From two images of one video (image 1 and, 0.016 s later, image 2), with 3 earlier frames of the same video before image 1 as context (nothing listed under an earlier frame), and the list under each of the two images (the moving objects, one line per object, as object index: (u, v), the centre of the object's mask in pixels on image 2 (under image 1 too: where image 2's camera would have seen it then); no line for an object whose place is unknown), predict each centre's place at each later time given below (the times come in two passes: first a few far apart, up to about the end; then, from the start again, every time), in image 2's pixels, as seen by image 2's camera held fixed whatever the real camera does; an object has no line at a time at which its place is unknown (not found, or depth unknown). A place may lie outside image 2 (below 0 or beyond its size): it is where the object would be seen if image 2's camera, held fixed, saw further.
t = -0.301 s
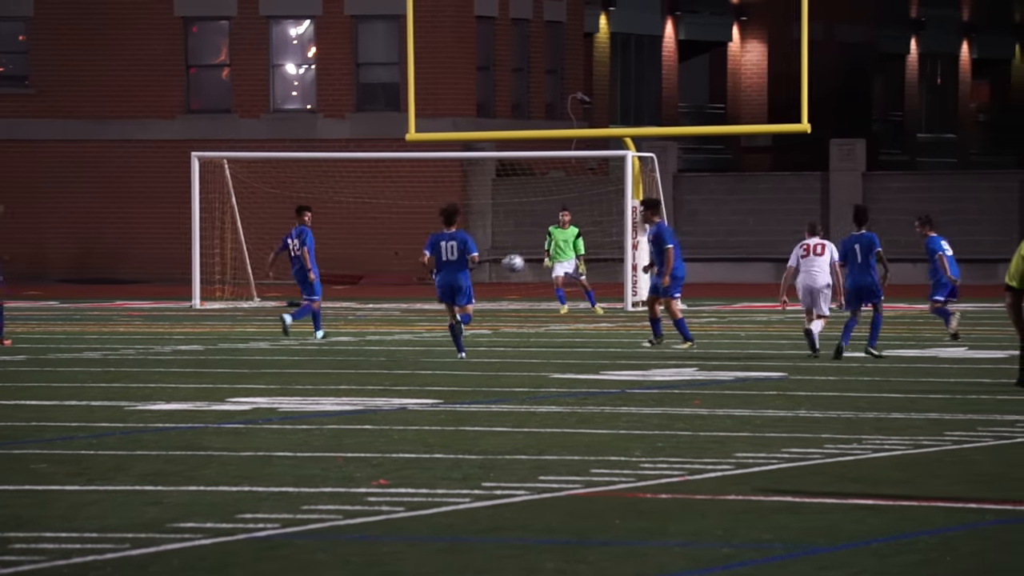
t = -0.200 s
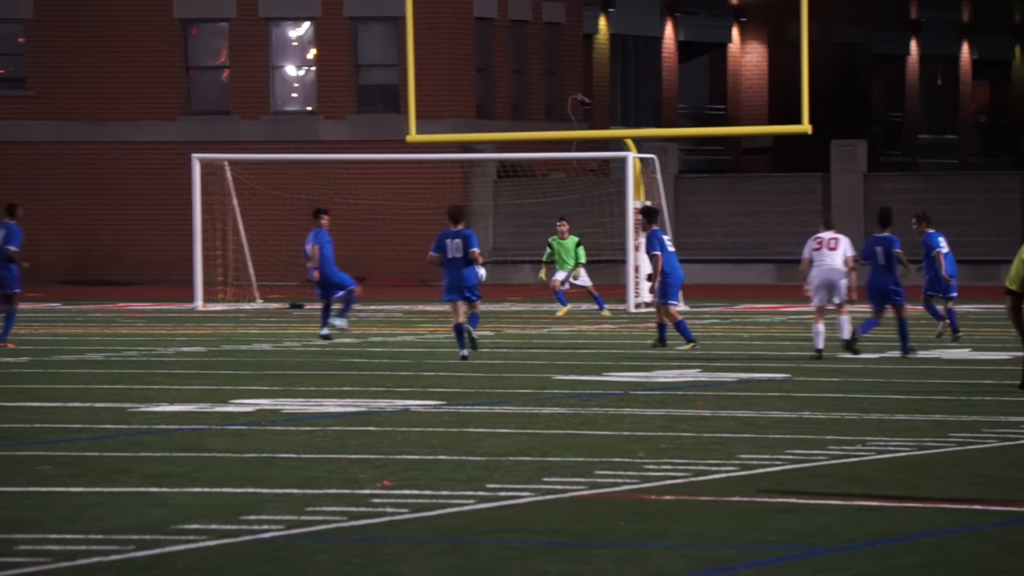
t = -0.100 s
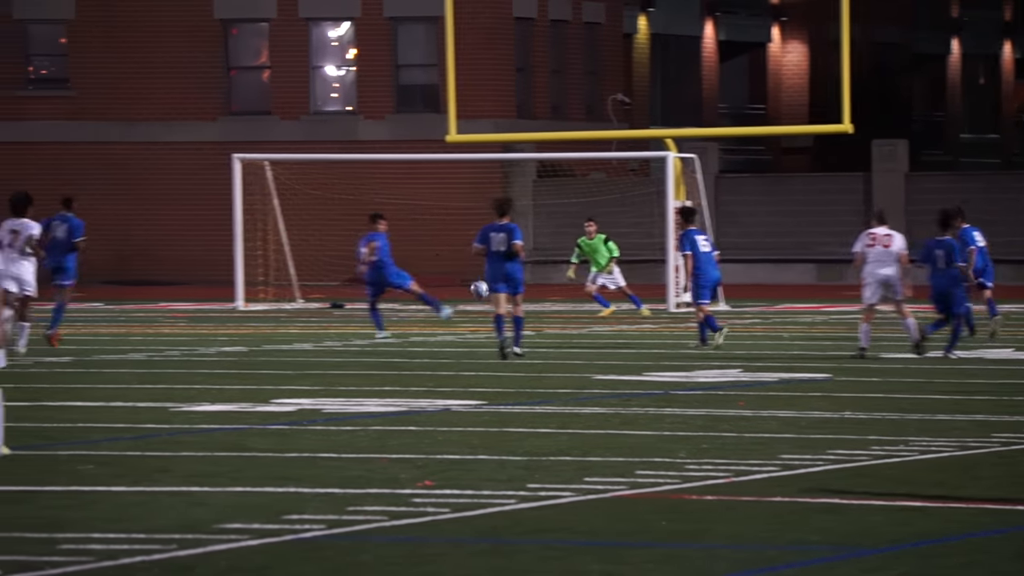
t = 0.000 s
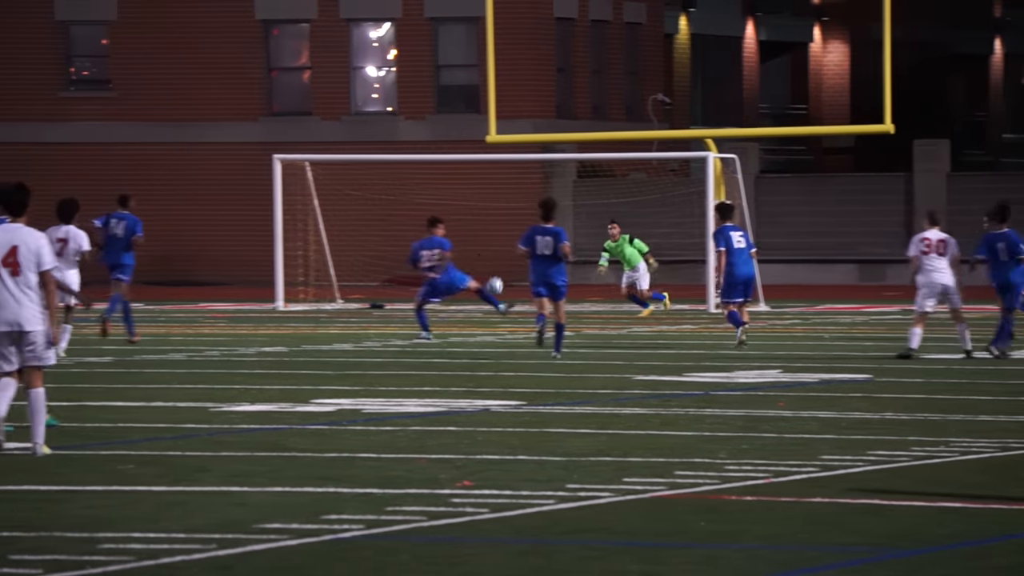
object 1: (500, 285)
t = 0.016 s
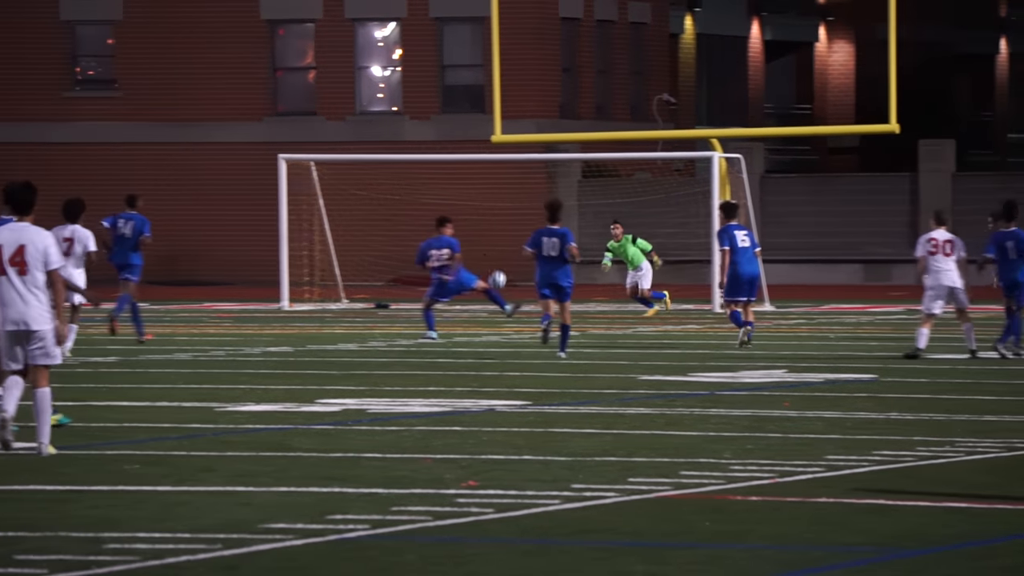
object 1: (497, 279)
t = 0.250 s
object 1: (467, 220)
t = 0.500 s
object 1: (433, 202)
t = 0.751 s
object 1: (398, 236)
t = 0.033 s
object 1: (495, 274)
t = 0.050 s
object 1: (492, 269)
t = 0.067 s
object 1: (491, 264)
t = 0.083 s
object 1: (488, 259)
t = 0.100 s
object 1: (486, 253)
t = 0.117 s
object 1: (484, 249)
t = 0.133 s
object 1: (483, 245)
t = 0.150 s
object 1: (481, 240)
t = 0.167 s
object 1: (478, 237)
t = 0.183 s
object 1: (475, 233)
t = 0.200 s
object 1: (473, 229)
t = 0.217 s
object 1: (471, 226)
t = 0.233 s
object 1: (469, 222)
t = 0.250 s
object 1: (467, 220)
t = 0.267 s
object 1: (465, 217)
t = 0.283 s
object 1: (463, 215)
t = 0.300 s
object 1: (460, 212)
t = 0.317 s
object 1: (458, 211)
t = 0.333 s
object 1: (456, 209)
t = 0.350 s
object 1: (454, 207)
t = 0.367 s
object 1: (451, 206)
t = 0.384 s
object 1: (449, 205)
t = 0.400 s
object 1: (448, 203)
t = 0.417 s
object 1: (445, 202)
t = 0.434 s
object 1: (443, 202)
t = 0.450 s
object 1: (437, 200)
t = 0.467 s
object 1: (435, 200)
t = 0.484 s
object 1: (436, 201)
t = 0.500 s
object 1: (433, 202)
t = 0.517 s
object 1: (431, 203)
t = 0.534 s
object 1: (429, 203)
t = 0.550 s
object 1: (427, 204)
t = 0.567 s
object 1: (425, 205)
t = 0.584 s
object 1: (423, 207)
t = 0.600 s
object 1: (420, 209)
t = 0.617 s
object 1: (417, 212)
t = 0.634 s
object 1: (415, 213)
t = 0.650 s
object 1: (412, 215)
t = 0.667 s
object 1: (410, 219)
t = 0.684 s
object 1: (408, 222)
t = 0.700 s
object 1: (405, 225)
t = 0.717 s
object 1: (403, 228)
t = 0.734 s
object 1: (401, 231)
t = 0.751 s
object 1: (398, 236)
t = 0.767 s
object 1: (396, 240)
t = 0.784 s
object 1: (393, 245)
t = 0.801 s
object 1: (391, 248)
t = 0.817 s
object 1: (389, 253)
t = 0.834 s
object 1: (386, 258)
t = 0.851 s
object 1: (384, 264)
